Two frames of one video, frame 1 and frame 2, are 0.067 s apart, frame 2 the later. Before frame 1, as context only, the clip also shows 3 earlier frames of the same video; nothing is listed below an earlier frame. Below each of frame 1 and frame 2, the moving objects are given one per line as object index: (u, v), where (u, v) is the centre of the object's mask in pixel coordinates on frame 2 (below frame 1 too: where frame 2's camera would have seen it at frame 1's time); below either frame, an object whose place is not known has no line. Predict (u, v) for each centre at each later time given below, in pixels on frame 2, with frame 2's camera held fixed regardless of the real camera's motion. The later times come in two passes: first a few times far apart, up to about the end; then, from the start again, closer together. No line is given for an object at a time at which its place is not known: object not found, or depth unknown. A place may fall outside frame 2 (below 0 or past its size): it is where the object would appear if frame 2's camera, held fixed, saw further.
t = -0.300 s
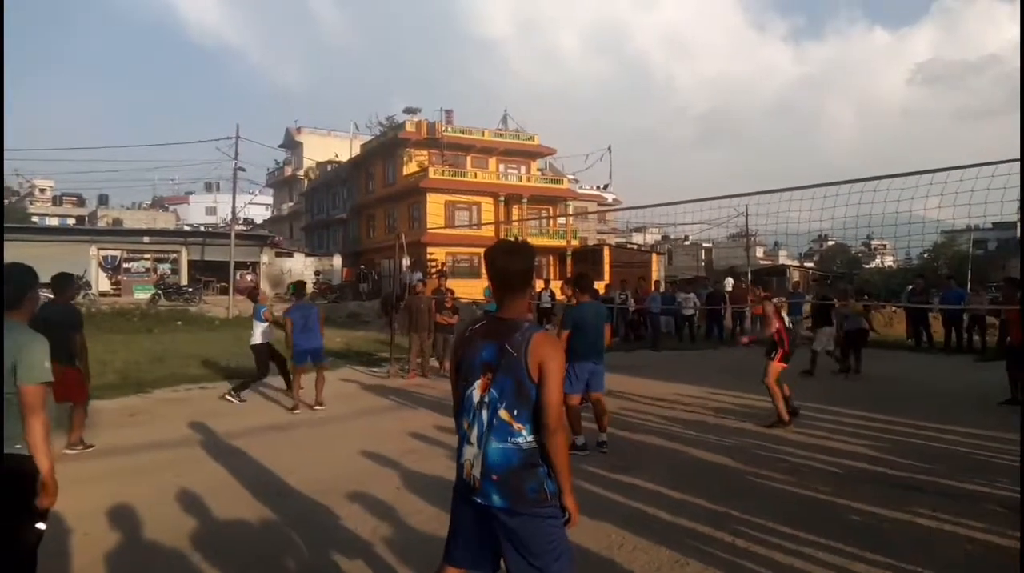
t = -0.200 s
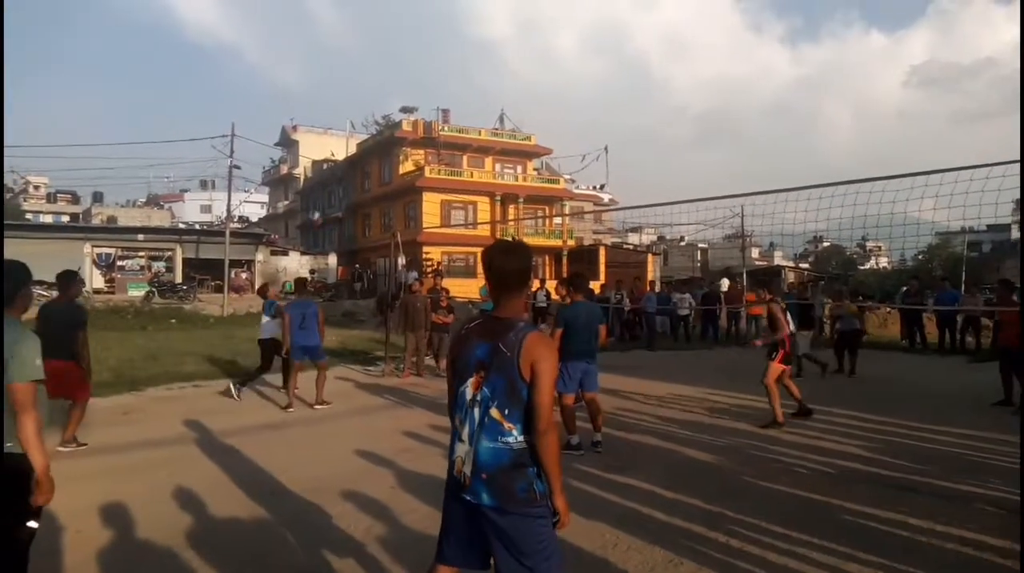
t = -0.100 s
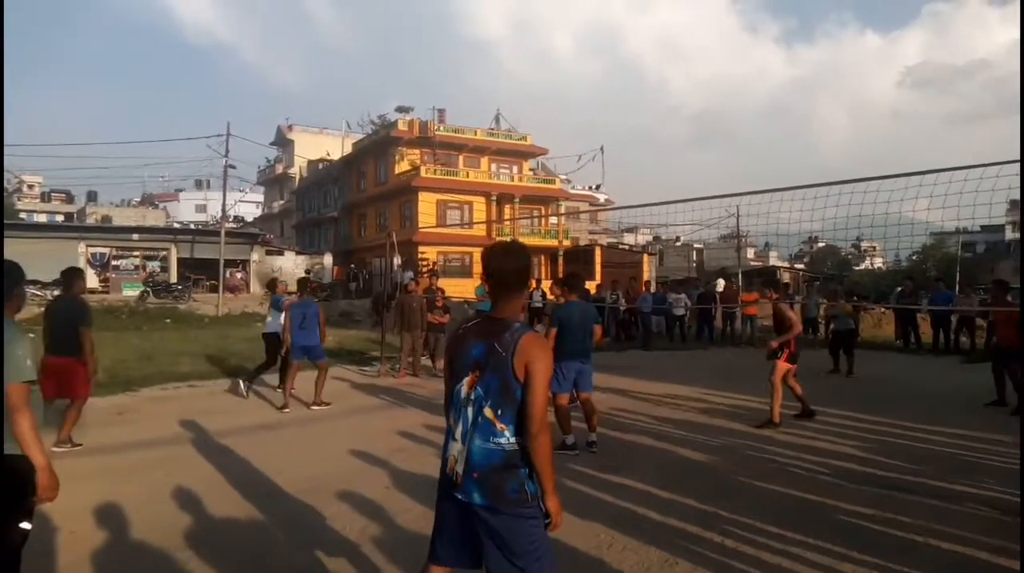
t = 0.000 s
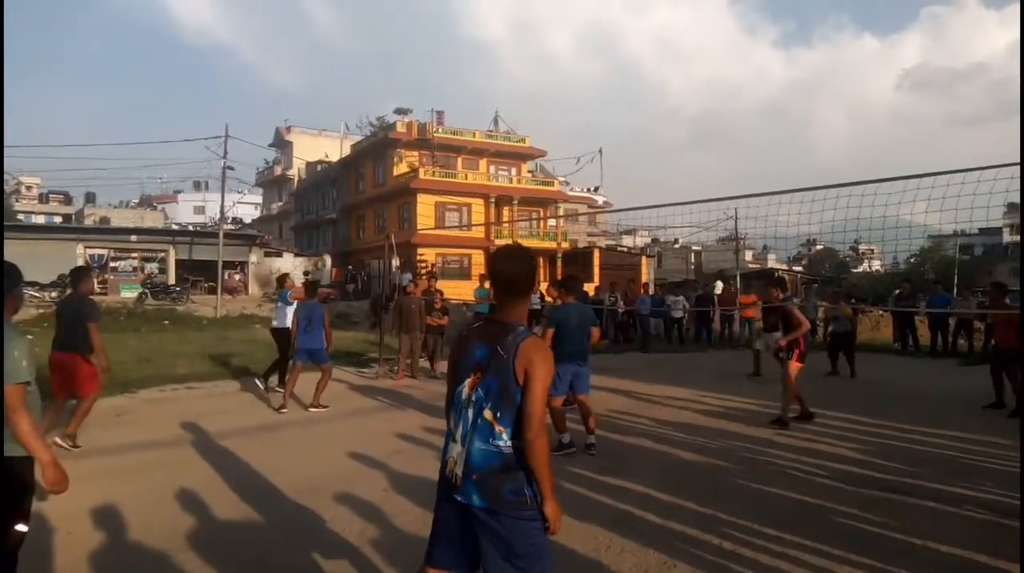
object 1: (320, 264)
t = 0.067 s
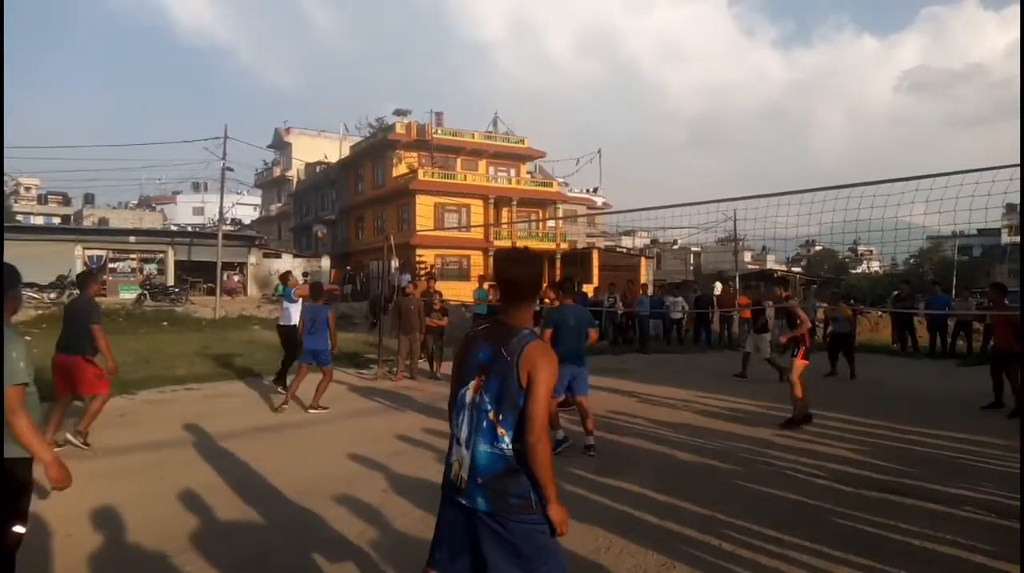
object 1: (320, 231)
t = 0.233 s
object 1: (319, 159)
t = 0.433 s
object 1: (318, 98)
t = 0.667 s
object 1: (317, 55)
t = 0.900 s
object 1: (316, 52)
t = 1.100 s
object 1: (315, 83)
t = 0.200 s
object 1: (320, 170)
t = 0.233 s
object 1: (319, 159)
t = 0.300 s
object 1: (319, 136)
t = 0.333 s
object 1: (319, 125)
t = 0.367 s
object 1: (318, 115)
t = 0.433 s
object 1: (318, 98)
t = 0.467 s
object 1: (318, 89)
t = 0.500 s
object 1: (318, 81)
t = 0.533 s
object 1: (318, 75)
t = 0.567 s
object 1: (318, 69)
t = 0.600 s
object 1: (318, 64)
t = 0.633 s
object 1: (317, 59)
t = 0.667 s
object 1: (317, 55)
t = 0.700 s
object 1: (317, 52)
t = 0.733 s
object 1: (317, 50)
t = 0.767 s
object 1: (317, 49)
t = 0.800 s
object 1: (317, 48)
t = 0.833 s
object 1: (317, 49)
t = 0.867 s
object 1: (317, 50)
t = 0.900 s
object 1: (316, 52)
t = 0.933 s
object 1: (316, 55)
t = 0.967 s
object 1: (316, 58)
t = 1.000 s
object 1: (316, 63)
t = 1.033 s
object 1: (316, 69)
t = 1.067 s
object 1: (316, 75)
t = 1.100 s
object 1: (315, 83)
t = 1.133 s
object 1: (315, 91)
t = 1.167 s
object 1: (315, 100)
